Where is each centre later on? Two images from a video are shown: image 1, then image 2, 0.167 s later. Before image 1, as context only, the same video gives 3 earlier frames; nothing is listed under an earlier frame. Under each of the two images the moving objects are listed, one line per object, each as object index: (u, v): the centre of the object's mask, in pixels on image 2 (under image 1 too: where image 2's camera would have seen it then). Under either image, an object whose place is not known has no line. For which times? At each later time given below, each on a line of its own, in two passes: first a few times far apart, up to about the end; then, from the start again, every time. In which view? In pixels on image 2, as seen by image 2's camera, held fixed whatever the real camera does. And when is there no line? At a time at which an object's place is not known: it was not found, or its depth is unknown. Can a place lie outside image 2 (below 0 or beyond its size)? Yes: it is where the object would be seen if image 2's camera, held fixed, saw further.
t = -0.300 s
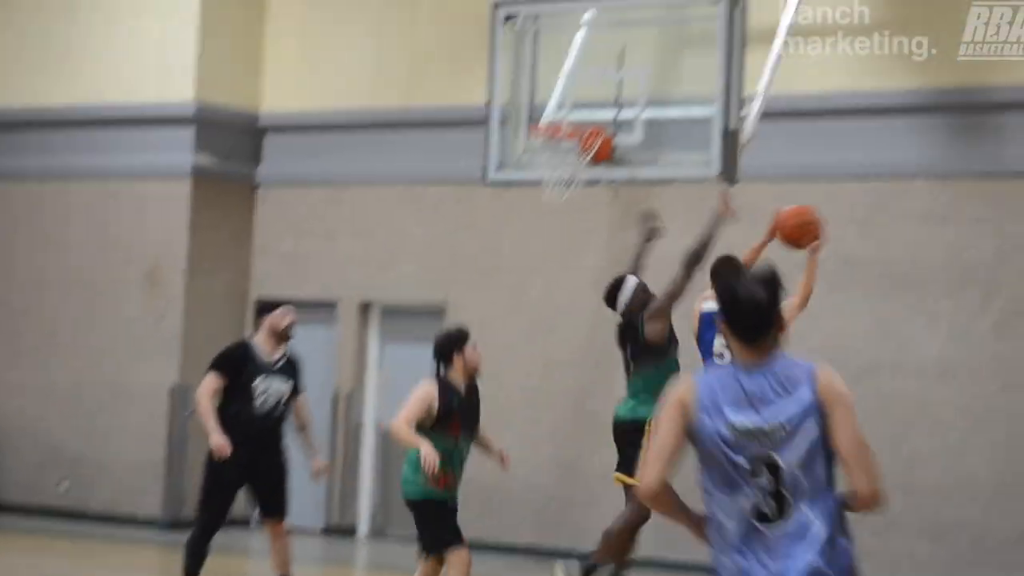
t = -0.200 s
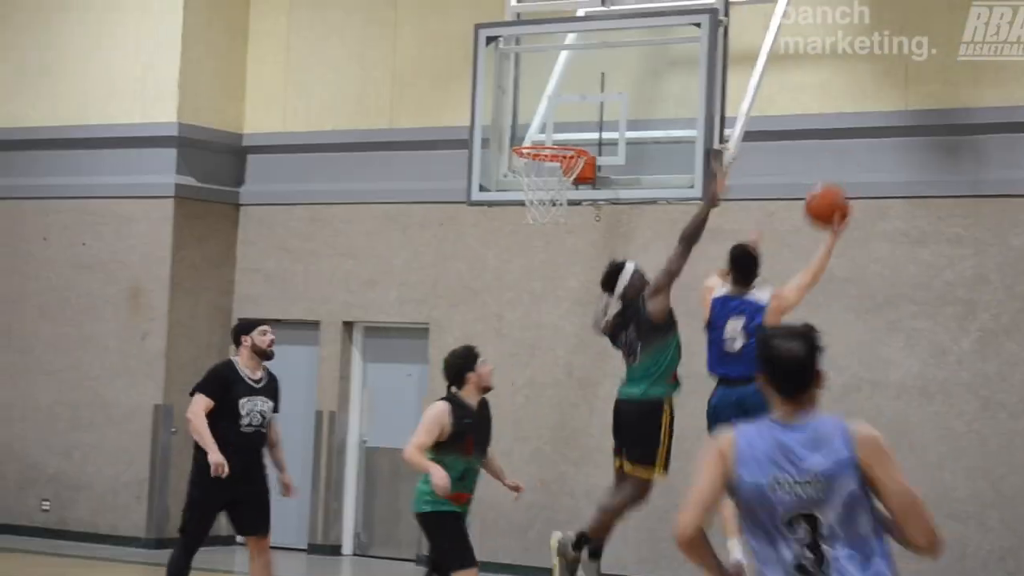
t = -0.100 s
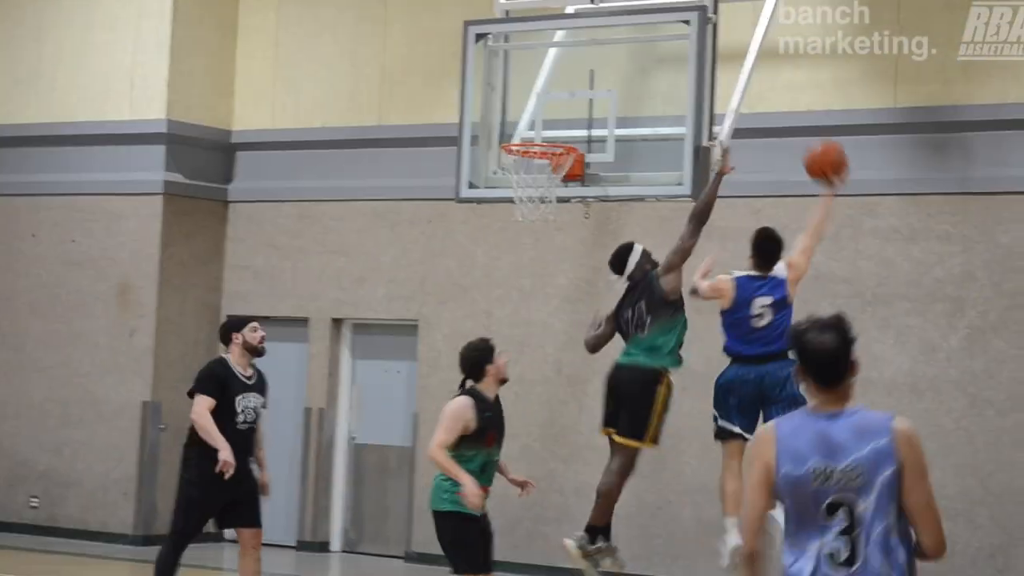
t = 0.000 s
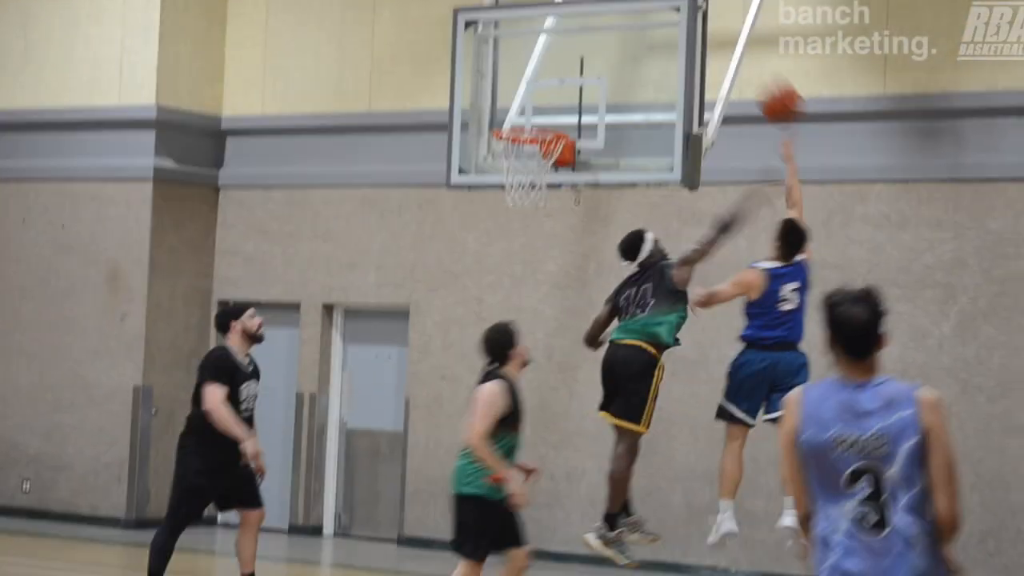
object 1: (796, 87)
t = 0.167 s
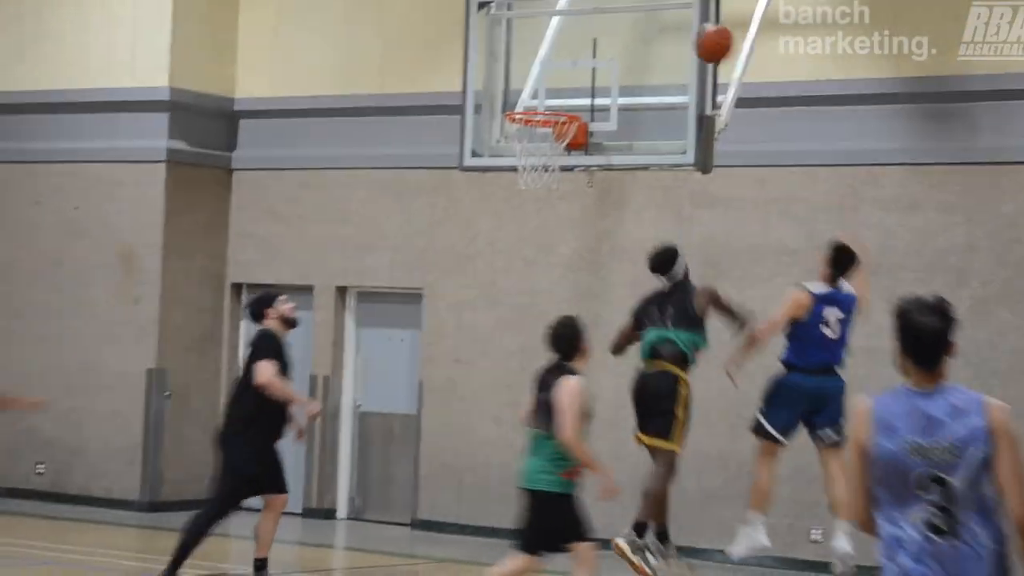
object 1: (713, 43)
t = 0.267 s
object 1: (669, 41)
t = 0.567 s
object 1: (534, 94)
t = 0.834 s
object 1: (560, 76)
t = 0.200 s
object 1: (700, 42)
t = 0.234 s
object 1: (684, 41)
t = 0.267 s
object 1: (669, 41)
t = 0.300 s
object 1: (654, 45)
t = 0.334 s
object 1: (640, 50)
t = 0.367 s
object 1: (626, 56)
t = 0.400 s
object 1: (612, 62)
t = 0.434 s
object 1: (597, 66)
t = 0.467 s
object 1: (581, 71)
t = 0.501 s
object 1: (565, 77)
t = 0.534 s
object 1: (551, 84)
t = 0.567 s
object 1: (534, 94)
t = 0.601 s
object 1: (521, 99)
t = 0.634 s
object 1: (525, 95)
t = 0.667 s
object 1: (532, 88)
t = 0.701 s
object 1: (538, 82)
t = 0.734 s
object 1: (543, 79)
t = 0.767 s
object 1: (549, 75)
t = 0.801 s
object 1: (554, 75)
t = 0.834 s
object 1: (560, 76)
